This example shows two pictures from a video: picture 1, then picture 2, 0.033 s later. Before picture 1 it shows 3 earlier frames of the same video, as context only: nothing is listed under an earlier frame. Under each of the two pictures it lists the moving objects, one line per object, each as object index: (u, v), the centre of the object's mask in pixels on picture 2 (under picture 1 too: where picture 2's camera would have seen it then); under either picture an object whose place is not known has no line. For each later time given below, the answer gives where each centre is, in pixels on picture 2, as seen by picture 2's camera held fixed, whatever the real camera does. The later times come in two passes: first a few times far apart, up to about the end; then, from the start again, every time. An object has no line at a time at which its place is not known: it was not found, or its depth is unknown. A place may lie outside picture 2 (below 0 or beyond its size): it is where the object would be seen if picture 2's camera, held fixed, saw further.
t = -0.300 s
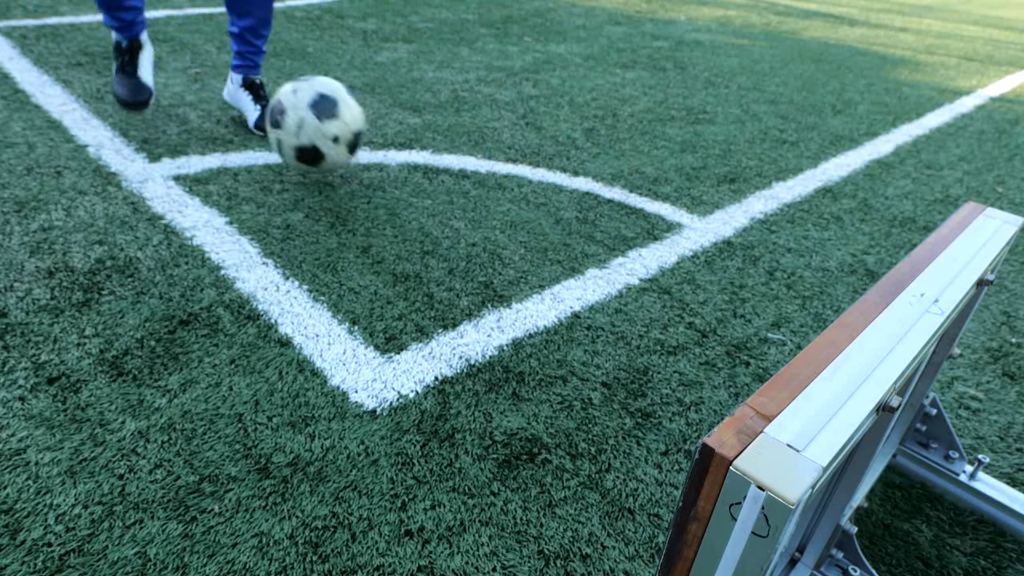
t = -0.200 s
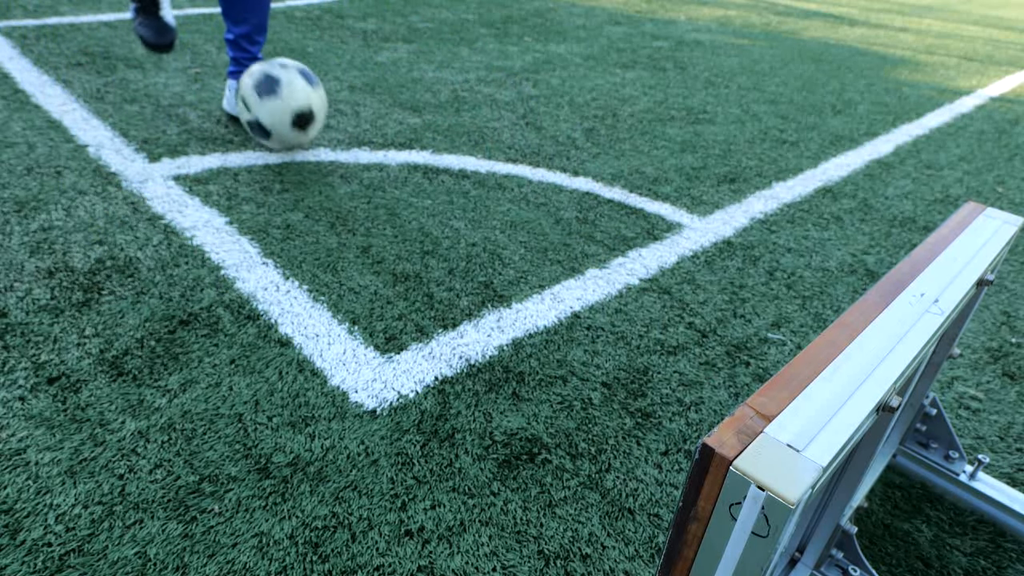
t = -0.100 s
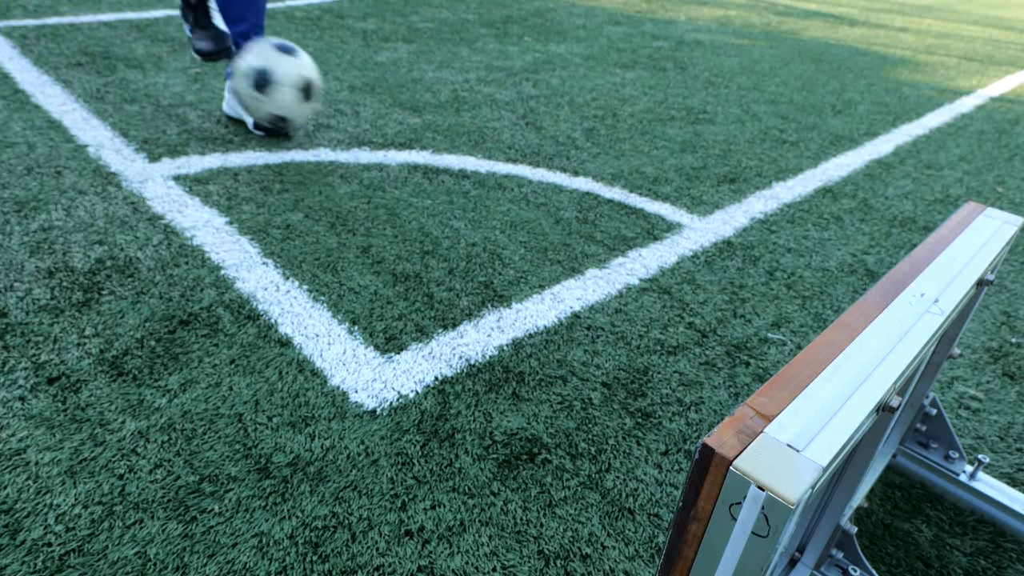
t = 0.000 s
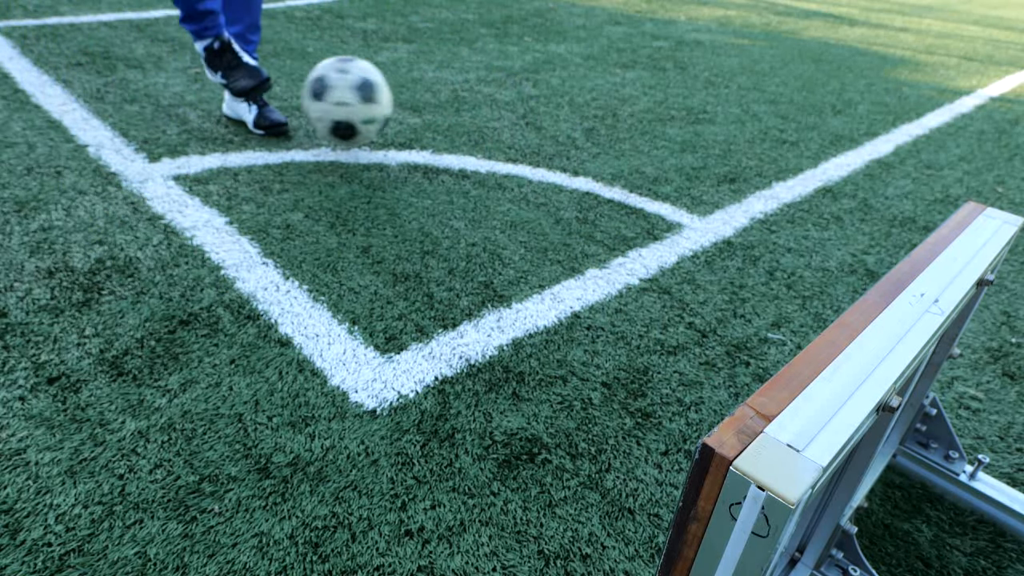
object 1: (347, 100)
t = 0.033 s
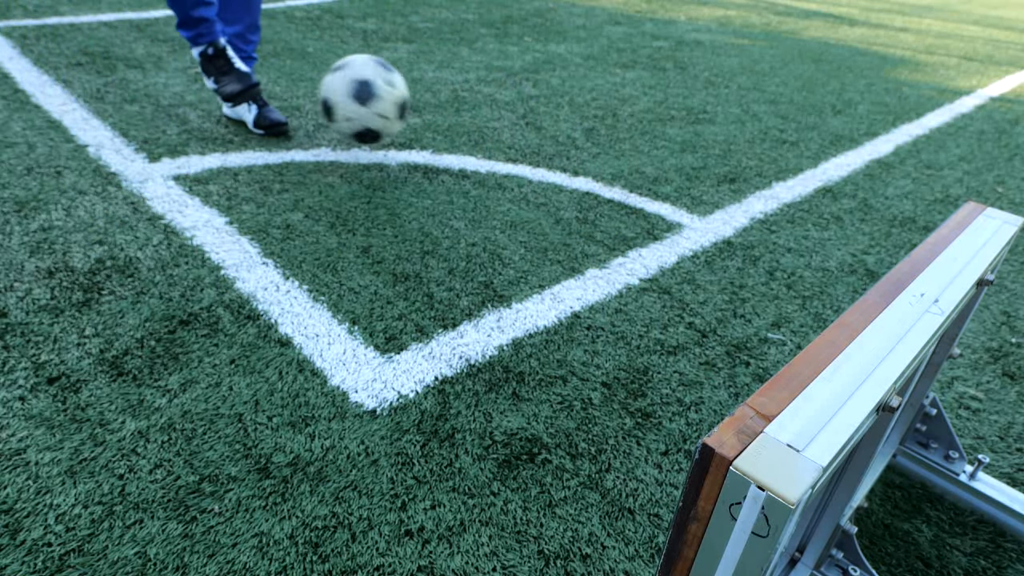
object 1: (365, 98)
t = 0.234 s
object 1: (476, 136)
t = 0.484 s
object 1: (632, 173)
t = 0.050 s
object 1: (374, 100)
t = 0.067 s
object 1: (382, 103)
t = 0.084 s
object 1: (390, 107)
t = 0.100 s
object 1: (399, 110)
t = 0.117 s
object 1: (407, 117)
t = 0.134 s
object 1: (416, 124)
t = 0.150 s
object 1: (425, 131)
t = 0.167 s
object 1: (435, 130)
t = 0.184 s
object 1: (444, 130)
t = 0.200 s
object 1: (455, 130)
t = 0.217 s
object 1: (466, 132)
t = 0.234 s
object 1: (476, 136)
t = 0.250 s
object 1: (485, 138)
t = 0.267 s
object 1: (496, 144)
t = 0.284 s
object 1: (506, 146)
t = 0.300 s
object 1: (517, 146)
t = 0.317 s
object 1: (527, 147)
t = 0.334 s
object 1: (538, 150)
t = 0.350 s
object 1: (548, 153)
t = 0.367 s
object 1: (558, 158)
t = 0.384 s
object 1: (568, 161)
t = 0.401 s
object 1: (579, 162)
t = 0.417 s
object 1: (589, 162)
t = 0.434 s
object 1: (600, 166)
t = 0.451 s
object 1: (610, 169)
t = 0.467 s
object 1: (620, 172)
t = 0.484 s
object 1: (632, 173)
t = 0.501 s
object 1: (642, 176)
